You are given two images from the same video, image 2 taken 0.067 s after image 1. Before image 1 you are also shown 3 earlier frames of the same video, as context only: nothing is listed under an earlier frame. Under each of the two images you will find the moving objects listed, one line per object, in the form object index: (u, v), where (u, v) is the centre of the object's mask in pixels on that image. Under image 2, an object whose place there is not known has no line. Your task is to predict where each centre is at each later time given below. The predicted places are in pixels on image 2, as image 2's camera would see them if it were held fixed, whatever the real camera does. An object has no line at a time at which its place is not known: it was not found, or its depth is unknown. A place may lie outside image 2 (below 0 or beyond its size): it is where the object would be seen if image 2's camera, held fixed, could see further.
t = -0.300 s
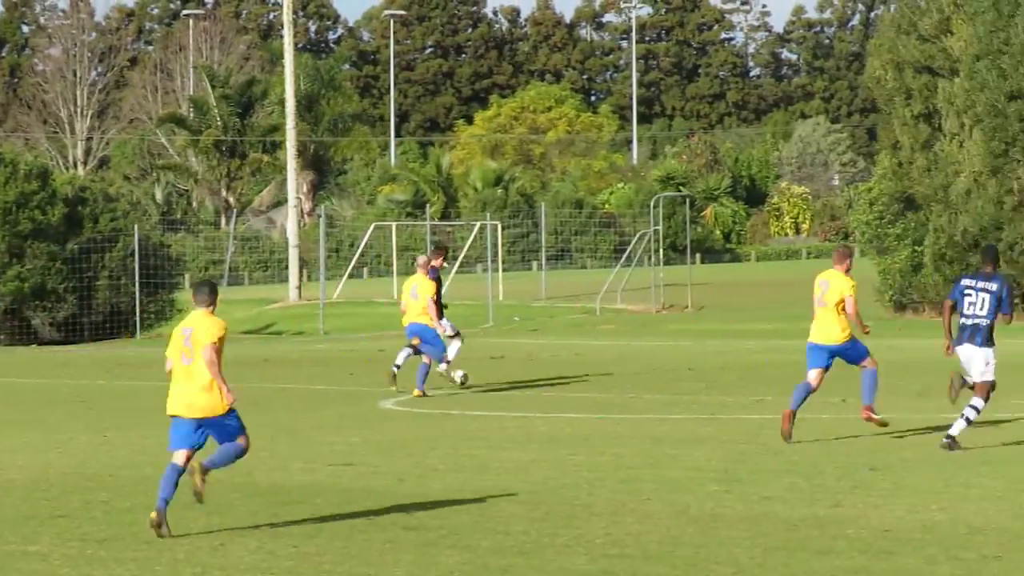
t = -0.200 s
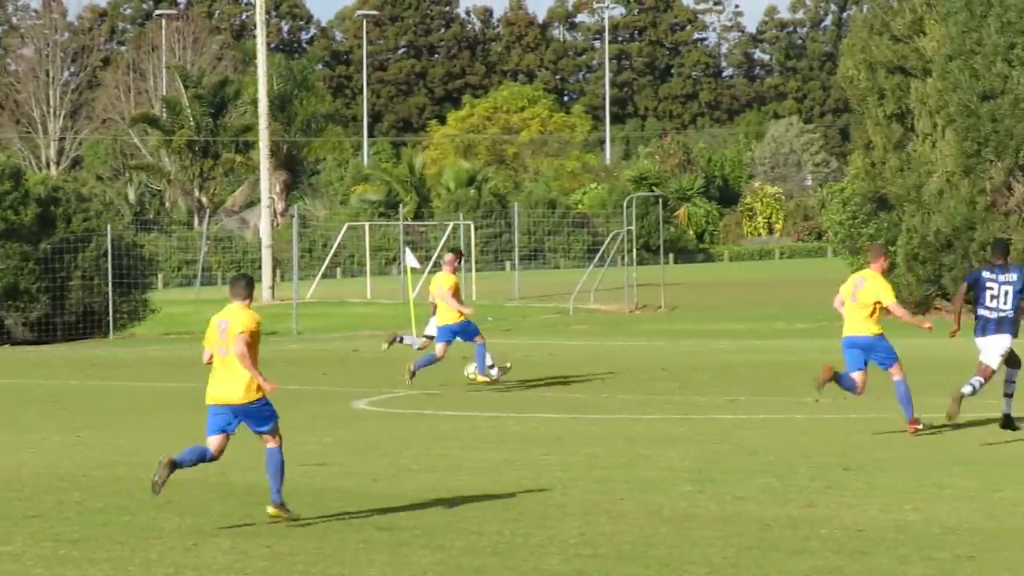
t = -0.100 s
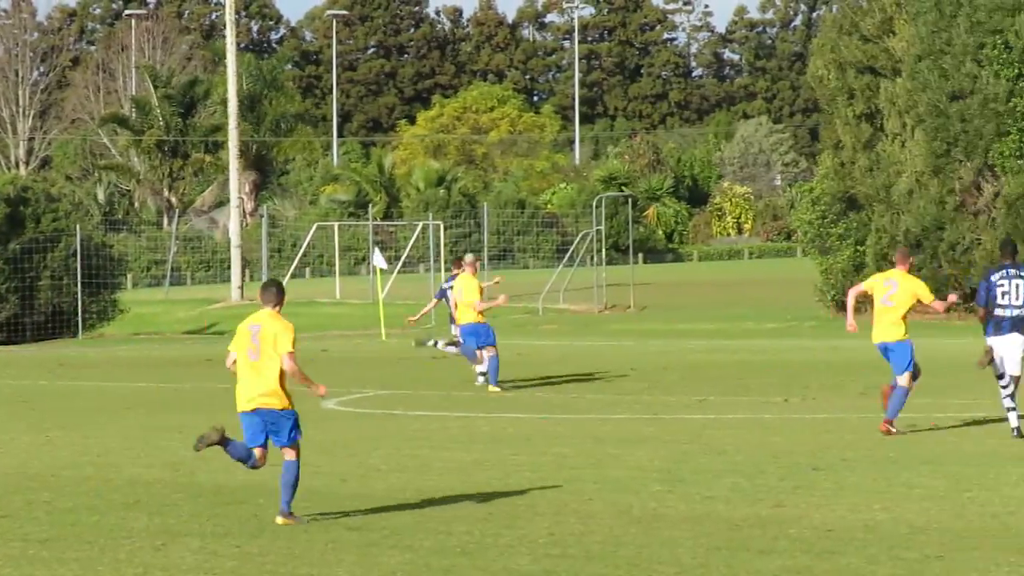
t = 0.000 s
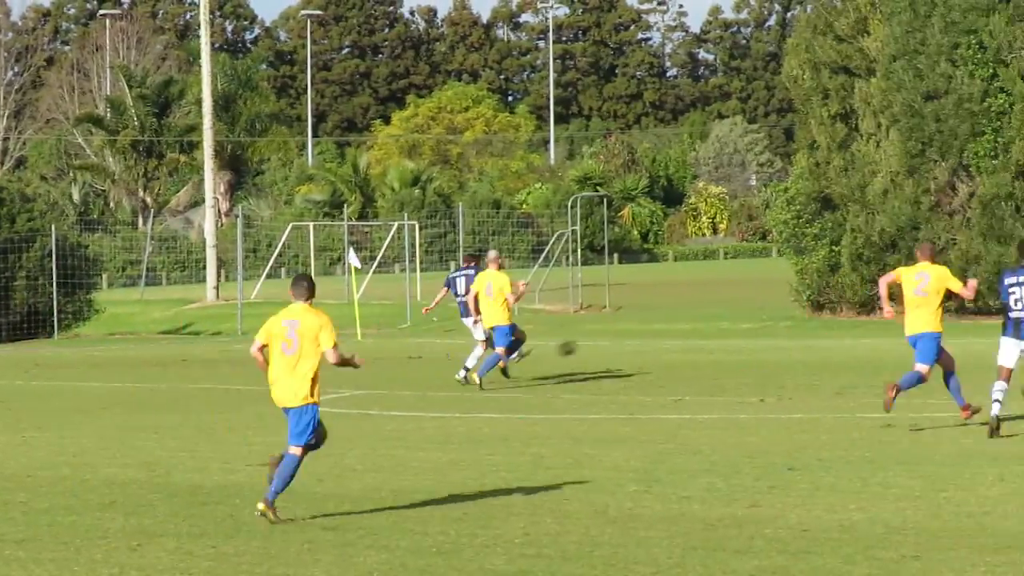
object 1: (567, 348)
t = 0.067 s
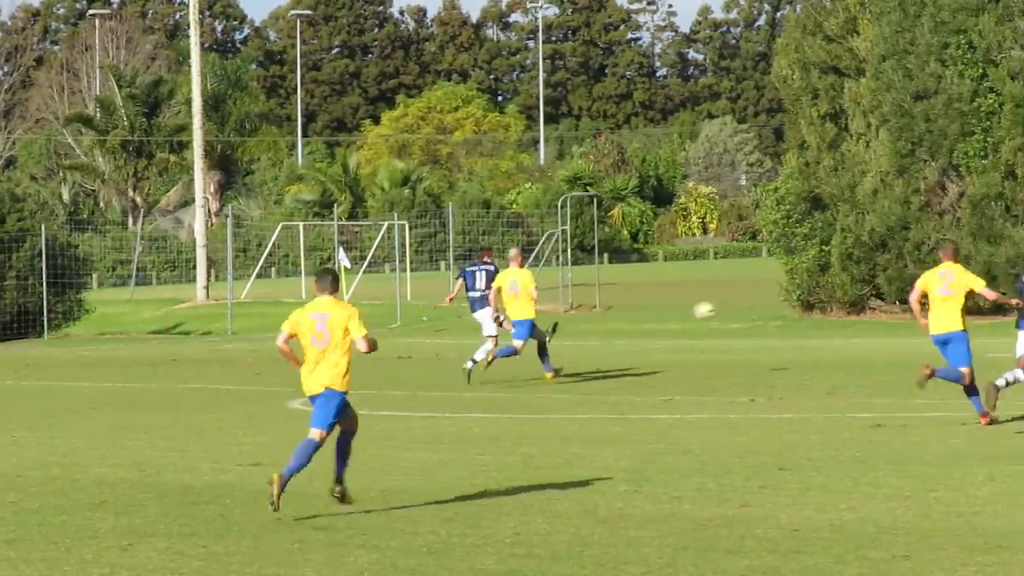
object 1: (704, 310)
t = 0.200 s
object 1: (991, 255)
